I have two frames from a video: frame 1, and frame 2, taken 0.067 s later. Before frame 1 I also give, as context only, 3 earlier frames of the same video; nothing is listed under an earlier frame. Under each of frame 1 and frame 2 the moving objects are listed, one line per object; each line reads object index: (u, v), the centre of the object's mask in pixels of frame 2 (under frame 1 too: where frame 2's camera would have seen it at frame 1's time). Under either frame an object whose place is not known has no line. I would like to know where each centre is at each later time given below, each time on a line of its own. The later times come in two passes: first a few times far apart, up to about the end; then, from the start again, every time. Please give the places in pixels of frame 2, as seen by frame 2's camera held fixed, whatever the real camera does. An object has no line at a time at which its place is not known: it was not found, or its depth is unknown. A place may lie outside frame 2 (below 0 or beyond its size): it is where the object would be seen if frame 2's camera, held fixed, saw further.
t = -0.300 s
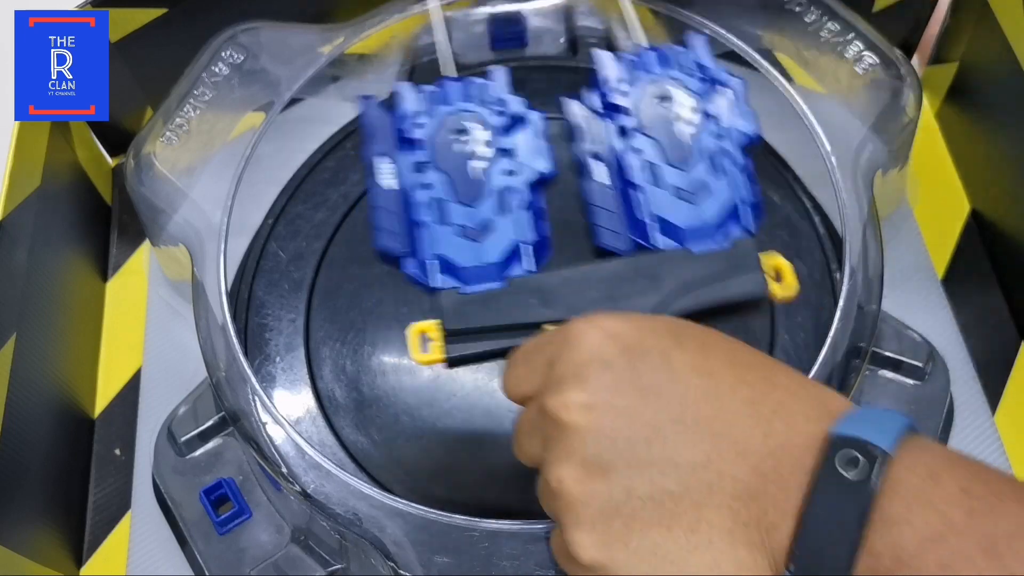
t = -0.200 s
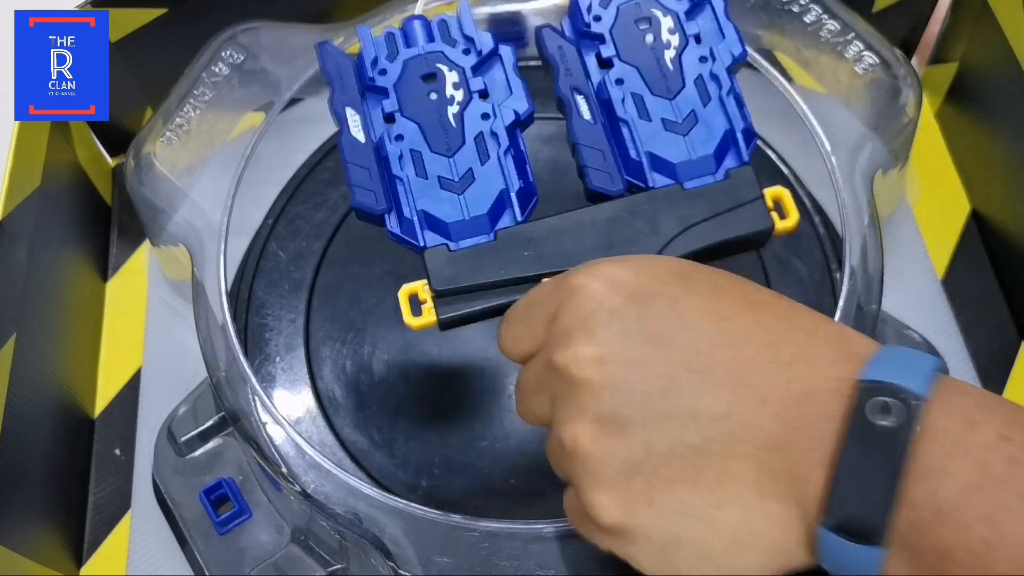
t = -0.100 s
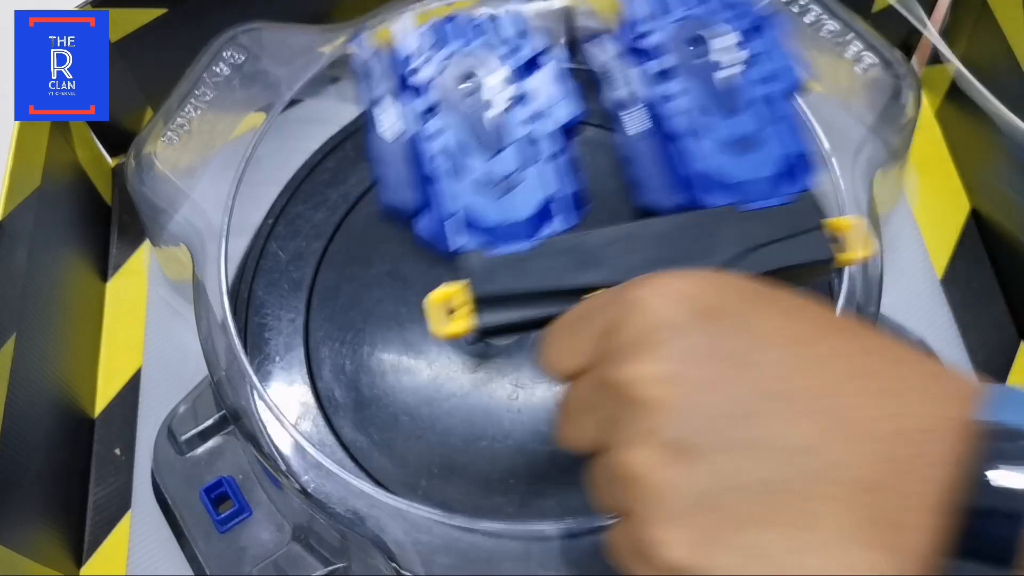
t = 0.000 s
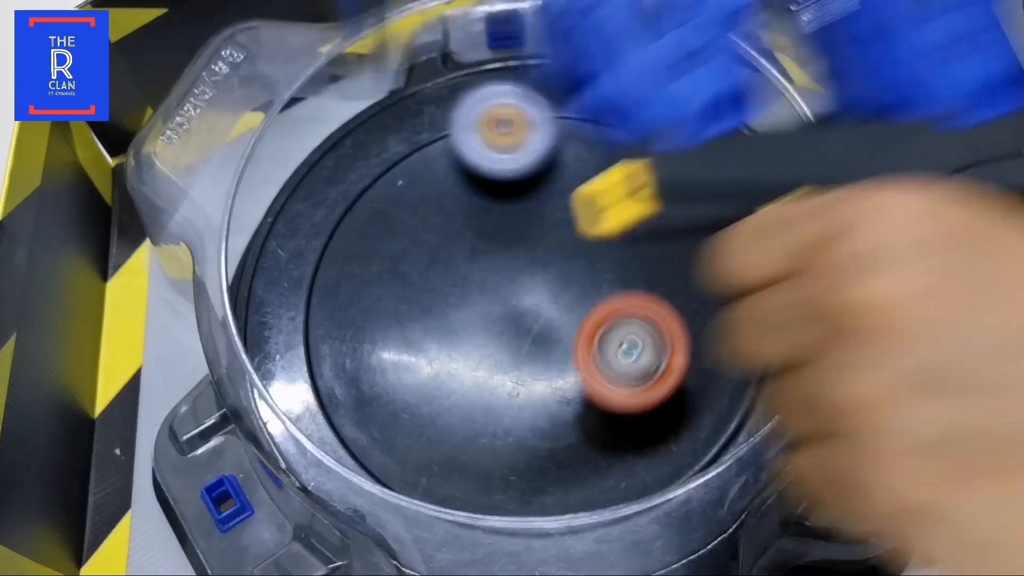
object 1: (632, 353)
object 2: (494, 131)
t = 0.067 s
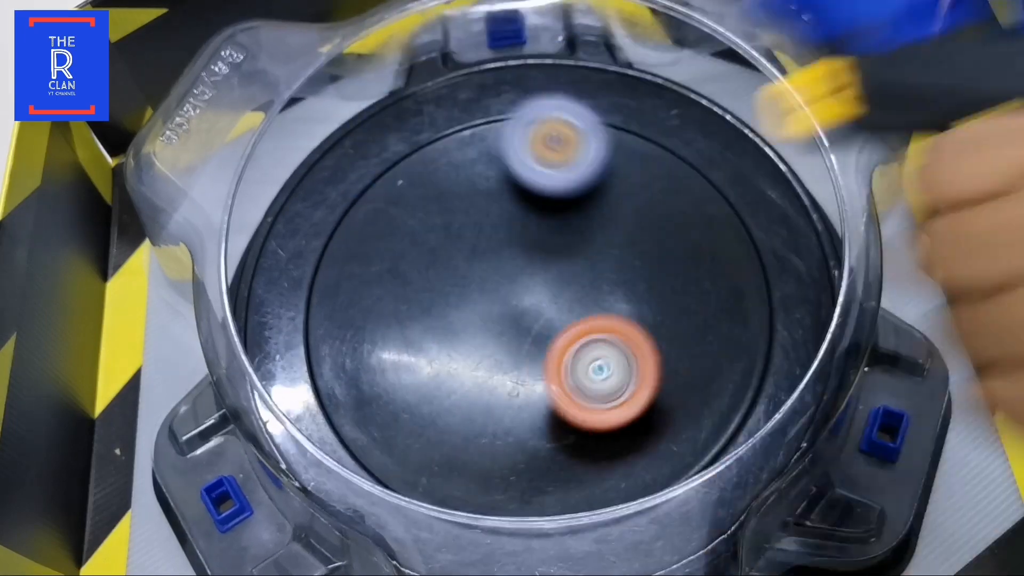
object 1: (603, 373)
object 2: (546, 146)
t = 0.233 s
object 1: (543, 370)
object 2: (661, 280)
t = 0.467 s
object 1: (536, 332)
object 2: (594, 496)
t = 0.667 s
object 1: (553, 316)
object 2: (362, 430)
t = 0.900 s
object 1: (568, 306)
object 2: (428, 125)
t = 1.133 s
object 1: (567, 343)
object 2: (756, 356)
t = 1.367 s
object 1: (566, 368)
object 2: (307, 319)
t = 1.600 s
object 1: (578, 358)
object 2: (631, 116)
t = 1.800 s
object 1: (556, 348)
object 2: (659, 477)
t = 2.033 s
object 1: (504, 336)
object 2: (314, 244)
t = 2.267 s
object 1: (465, 325)
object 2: (661, 132)
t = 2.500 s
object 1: (461, 329)
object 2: (584, 506)
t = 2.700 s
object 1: (470, 315)
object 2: (303, 284)
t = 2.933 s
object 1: (473, 291)
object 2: (585, 103)
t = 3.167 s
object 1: (474, 276)
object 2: (751, 395)
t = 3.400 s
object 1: (487, 272)
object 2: (342, 407)
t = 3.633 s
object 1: (497, 254)
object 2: (421, 134)
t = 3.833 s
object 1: (499, 247)
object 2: (655, 159)
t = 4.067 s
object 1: (484, 266)
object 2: (712, 412)
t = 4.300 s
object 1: (521, 292)
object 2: (469, 540)
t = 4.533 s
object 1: (585, 314)
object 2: (444, 333)
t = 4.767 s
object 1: (595, 303)
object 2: (564, 167)
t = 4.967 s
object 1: (566, 286)
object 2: (691, 183)
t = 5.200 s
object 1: (571, 306)
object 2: (737, 337)
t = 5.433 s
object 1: (534, 308)
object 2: (556, 430)
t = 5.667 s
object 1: (499, 268)
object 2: (388, 328)
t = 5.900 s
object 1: (565, 235)
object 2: (375, 200)
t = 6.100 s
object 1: (551, 253)
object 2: (515, 140)
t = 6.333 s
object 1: (541, 257)
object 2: (673, 264)
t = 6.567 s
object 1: (547, 254)
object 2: (546, 429)
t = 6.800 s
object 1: (544, 257)
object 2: (372, 377)
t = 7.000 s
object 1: (553, 267)
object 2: (379, 249)
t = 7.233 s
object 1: (580, 290)
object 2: (547, 189)
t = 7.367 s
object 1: (589, 317)
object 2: (631, 212)
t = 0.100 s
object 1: (587, 376)
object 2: (573, 164)
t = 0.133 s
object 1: (573, 379)
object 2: (598, 186)
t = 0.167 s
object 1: (561, 377)
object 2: (623, 213)
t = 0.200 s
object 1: (551, 374)
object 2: (644, 245)
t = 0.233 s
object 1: (543, 370)
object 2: (661, 280)
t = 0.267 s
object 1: (537, 365)
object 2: (672, 317)
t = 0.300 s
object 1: (533, 359)
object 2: (677, 354)
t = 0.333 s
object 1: (531, 353)
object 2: (672, 389)
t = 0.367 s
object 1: (531, 347)
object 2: (660, 421)
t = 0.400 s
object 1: (531, 341)
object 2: (641, 445)
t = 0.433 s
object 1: (533, 336)
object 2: (626, 477)
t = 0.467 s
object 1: (536, 332)
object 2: (594, 496)
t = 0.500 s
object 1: (539, 329)
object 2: (561, 509)
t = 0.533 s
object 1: (542, 327)
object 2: (521, 511)
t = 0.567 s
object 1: (546, 324)
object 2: (480, 503)
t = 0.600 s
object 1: (549, 322)
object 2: (438, 472)
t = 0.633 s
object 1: (551, 319)
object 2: (398, 454)
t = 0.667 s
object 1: (553, 316)
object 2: (362, 430)
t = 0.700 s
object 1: (556, 313)
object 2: (325, 397)
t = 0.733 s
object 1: (559, 310)
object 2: (309, 352)
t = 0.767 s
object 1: (562, 308)
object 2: (304, 299)
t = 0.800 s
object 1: (564, 306)
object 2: (316, 247)
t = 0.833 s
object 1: (566, 305)
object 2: (341, 198)
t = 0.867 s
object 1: (567, 305)
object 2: (380, 157)
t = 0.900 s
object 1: (568, 306)
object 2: (428, 125)
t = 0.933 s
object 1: (569, 309)
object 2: (488, 105)
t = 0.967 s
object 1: (569, 313)
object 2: (553, 99)
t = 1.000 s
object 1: (569, 317)
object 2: (619, 113)
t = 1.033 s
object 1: (569, 323)
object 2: (678, 143)
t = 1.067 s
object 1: (568, 330)
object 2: (730, 198)
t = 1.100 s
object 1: (567, 336)
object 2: (760, 276)
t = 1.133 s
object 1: (567, 343)
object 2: (756, 356)
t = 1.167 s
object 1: (567, 349)
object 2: (702, 424)
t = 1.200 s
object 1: (567, 354)
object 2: (623, 469)
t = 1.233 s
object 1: (567, 358)
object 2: (531, 486)
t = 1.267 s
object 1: (567, 362)
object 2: (442, 473)
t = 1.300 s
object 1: (567, 365)
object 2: (379, 441)
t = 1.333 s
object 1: (566, 367)
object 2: (325, 383)
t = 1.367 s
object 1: (566, 368)
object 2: (307, 319)
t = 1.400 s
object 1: (567, 367)
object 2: (317, 255)
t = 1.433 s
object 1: (569, 366)
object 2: (344, 198)
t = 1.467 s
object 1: (571, 366)
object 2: (388, 153)
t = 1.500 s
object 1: (573, 364)
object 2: (441, 120)
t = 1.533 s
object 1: (574, 363)
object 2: (505, 103)
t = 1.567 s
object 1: (576, 361)
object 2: (569, 101)
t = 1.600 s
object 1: (578, 358)
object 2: (631, 116)
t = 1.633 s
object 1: (578, 356)
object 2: (689, 147)
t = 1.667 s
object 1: (578, 355)
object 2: (739, 200)
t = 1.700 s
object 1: (575, 353)
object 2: (769, 269)
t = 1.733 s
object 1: (569, 351)
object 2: (762, 343)
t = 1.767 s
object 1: (563, 349)
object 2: (720, 409)
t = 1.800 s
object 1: (556, 348)
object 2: (659, 477)
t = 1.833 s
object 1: (547, 346)
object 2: (570, 507)
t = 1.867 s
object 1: (539, 345)
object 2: (482, 484)
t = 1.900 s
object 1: (530, 343)
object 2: (413, 460)
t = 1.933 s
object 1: (524, 341)
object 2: (351, 423)
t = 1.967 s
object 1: (517, 340)
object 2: (308, 366)
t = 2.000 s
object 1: (510, 338)
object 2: (299, 304)
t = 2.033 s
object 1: (504, 336)
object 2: (314, 244)
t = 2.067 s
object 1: (497, 334)
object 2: (350, 192)
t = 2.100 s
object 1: (490, 331)
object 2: (390, 152)
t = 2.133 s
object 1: (483, 328)
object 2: (440, 123)
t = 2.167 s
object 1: (477, 326)
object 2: (491, 106)
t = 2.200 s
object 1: (472, 325)
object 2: (549, 102)
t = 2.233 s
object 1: (468, 324)
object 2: (607, 110)
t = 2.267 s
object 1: (465, 325)
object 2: (661, 132)
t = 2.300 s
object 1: (463, 326)
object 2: (717, 171)
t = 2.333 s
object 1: (462, 327)
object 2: (748, 221)
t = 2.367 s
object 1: (461, 328)
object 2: (774, 287)
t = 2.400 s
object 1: (461, 329)
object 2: (760, 353)
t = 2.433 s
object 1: (461, 329)
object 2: (720, 415)
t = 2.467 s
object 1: (461, 329)
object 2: (664, 477)
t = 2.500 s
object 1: (461, 329)
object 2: (584, 506)
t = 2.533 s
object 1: (462, 330)
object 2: (504, 508)
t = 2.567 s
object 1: (463, 329)
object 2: (428, 488)
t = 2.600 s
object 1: (464, 326)
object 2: (371, 442)
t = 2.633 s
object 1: (465, 323)
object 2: (327, 396)
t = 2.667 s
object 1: (468, 320)
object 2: (302, 341)
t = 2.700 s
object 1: (470, 315)
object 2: (303, 284)
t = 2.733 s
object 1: (471, 310)
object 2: (320, 232)
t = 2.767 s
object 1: (473, 306)
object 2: (350, 188)
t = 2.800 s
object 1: (474, 303)
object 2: (388, 151)
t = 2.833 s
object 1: (475, 300)
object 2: (430, 126)
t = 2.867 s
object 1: (475, 296)
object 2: (478, 109)
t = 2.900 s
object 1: (474, 293)
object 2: (529, 101)
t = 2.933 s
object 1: (473, 291)
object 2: (585, 103)
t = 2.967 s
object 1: (471, 288)
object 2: (629, 117)
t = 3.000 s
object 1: (469, 285)
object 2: (676, 139)
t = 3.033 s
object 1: (468, 283)
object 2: (718, 173)
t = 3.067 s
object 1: (468, 281)
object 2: (751, 219)
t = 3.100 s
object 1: (469, 279)
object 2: (769, 276)
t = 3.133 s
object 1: (471, 278)
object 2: (772, 334)
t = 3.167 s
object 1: (474, 276)
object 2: (751, 395)
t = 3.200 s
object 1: (477, 274)
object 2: (705, 449)
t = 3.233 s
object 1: (479, 273)
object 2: (643, 492)
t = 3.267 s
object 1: (481, 274)
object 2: (570, 510)
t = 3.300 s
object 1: (483, 275)
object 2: (499, 506)
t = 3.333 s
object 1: (484, 275)
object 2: (432, 470)
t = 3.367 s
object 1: (485, 274)
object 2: (385, 443)
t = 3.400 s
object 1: (487, 272)
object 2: (342, 407)
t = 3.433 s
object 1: (490, 270)
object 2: (311, 360)
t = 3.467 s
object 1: (493, 266)
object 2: (304, 310)
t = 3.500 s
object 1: (495, 262)
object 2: (312, 261)
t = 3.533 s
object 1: (496, 258)
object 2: (329, 219)
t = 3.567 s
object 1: (497, 256)
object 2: (355, 184)
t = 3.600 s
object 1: (497, 254)
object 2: (387, 154)
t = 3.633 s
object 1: (497, 254)
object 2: (421, 134)
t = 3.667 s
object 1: (497, 254)
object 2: (460, 119)
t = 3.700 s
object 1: (495, 253)
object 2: (501, 113)
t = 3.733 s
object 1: (494, 253)
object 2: (541, 112)
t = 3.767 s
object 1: (494, 251)
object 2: (582, 120)
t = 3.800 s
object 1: (496, 249)
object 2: (626, 136)
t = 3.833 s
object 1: (499, 247)
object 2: (655, 159)
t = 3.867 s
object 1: (499, 244)
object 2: (684, 188)
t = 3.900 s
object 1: (499, 244)
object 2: (707, 222)
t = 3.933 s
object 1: (497, 245)
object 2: (723, 259)
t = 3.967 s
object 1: (493, 250)
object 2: (738, 300)
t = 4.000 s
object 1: (490, 255)
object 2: (739, 341)
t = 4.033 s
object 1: (487, 261)
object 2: (725, 380)
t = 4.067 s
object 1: (484, 266)
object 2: (712, 412)
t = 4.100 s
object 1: (483, 270)
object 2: (693, 452)
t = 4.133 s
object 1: (485, 274)
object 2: (655, 484)
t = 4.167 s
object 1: (490, 278)
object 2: (617, 509)
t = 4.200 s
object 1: (496, 282)
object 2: (578, 523)
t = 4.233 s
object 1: (504, 285)
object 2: (540, 534)
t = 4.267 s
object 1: (513, 289)
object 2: (502, 543)
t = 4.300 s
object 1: (521, 292)
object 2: (469, 540)
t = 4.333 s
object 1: (532, 294)
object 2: (450, 526)
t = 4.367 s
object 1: (541, 297)
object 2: (446, 478)
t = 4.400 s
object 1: (549, 301)
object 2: (441, 462)
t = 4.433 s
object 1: (557, 306)
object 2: (436, 438)
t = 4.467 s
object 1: (566, 309)
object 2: (435, 403)
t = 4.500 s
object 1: (576, 313)
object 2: (439, 368)
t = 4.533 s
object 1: (585, 314)
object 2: (444, 333)
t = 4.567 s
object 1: (593, 313)
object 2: (454, 301)
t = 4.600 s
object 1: (598, 311)
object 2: (467, 271)
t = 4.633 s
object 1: (600, 308)
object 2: (484, 244)
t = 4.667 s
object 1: (601, 305)
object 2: (501, 220)
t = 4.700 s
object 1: (600, 303)
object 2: (521, 198)
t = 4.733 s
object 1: (598, 303)
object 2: (541, 181)
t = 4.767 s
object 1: (595, 303)
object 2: (564, 167)
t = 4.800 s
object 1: (589, 303)
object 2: (586, 158)
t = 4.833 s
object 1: (582, 301)
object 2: (609, 154)
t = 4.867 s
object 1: (575, 299)
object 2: (632, 154)
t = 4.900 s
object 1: (570, 295)
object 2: (654, 160)
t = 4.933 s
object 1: (567, 290)
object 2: (674, 170)
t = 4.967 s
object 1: (566, 286)
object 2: (691, 183)
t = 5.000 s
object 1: (567, 284)
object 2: (707, 199)
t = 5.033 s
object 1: (570, 283)
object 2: (721, 218)
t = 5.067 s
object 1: (572, 284)
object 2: (730, 238)
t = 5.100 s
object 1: (574, 288)
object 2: (737, 262)
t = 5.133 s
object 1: (574, 293)
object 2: (740, 286)
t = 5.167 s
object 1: (573, 299)
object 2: (741, 310)
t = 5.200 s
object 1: (571, 306)
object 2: (737, 337)
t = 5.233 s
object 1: (569, 313)
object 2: (725, 363)
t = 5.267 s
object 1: (568, 320)
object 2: (704, 383)
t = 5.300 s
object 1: (567, 326)
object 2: (676, 396)
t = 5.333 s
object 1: (566, 330)
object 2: (643, 404)
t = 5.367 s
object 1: (557, 324)
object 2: (616, 416)
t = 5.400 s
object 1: (544, 315)
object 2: (588, 427)
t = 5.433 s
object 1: (534, 308)
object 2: (556, 430)
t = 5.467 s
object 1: (525, 303)
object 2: (521, 426)
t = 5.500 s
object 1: (518, 299)
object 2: (490, 414)
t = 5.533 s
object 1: (512, 296)
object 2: (463, 399)
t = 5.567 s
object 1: (508, 285)
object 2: (435, 388)
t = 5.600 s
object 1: (506, 276)
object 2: (412, 371)
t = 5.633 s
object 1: (502, 271)
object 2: (397, 352)
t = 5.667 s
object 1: (499, 268)
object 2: (388, 328)
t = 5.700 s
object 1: (498, 266)
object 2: (381, 305)
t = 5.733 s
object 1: (515, 257)
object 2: (363, 288)
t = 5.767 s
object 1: (531, 249)
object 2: (353, 270)
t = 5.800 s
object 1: (544, 242)
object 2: (349, 252)
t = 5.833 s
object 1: (553, 238)
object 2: (352, 234)
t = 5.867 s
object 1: (561, 236)
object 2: (361, 216)
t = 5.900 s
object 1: (565, 235)
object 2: (375, 200)
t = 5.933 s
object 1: (566, 236)
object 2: (392, 184)
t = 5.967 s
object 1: (566, 238)
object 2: (413, 169)
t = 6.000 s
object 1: (563, 242)
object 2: (438, 157)
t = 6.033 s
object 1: (559, 246)
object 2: (463, 147)
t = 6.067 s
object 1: (555, 250)
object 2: (488, 143)
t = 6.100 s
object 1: (551, 253)
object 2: (515, 140)
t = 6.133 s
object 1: (546, 256)
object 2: (543, 143)
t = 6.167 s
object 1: (541, 258)
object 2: (572, 152)
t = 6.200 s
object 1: (537, 259)
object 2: (601, 166)
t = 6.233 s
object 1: (535, 259)
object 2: (627, 185)
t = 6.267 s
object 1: (535, 259)
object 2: (648, 208)
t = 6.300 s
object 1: (537, 258)
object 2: (665, 235)
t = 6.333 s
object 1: (541, 257)
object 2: (673, 264)
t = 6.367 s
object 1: (543, 256)
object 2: (674, 294)
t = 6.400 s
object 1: (544, 255)
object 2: (668, 323)
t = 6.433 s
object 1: (543, 254)
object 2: (654, 351)
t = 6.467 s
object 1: (544, 253)
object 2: (635, 377)
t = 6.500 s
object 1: (546, 252)
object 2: (609, 399)
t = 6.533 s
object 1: (547, 253)
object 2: (579, 415)
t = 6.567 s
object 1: (547, 254)
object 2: (546, 429)
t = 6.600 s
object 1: (545, 255)
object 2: (515, 435)
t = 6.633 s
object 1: (545, 255)
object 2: (485, 435)
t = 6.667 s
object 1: (544, 254)
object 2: (454, 430)
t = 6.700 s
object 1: (544, 254)
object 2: (429, 423)
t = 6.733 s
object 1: (545, 255)
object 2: (406, 412)
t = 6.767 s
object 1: (544, 257)
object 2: (388, 395)
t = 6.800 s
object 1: (544, 257)
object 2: (372, 377)
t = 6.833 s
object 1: (543, 257)
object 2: (361, 357)
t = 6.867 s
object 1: (544, 257)
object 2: (356, 335)
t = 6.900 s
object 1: (547, 259)
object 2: (354, 312)
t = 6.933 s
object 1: (549, 262)
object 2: (358, 291)
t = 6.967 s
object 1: (551, 265)
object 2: (366, 269)
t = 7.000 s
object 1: (553, 267)
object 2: (379, 249)
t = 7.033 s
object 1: (554, 269)
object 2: (395, 231)
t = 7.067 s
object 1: (557, 270)
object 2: (417, 216)
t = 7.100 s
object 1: (561, 272)
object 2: (441, 204)
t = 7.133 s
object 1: (566, 274)
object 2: (467, 196)
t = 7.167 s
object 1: (571, 278)
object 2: (494, 191)
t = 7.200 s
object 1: (575, 282)
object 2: (522, 190)
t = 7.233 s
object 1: (580, 290)
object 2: (547, 189)
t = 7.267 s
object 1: (585, 297)
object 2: (569, 191)
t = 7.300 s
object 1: (587, 301)
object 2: (591, 199)
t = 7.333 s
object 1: (589, 310)
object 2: (614, 204)
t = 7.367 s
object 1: (589, 317)
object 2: (631, 212)
